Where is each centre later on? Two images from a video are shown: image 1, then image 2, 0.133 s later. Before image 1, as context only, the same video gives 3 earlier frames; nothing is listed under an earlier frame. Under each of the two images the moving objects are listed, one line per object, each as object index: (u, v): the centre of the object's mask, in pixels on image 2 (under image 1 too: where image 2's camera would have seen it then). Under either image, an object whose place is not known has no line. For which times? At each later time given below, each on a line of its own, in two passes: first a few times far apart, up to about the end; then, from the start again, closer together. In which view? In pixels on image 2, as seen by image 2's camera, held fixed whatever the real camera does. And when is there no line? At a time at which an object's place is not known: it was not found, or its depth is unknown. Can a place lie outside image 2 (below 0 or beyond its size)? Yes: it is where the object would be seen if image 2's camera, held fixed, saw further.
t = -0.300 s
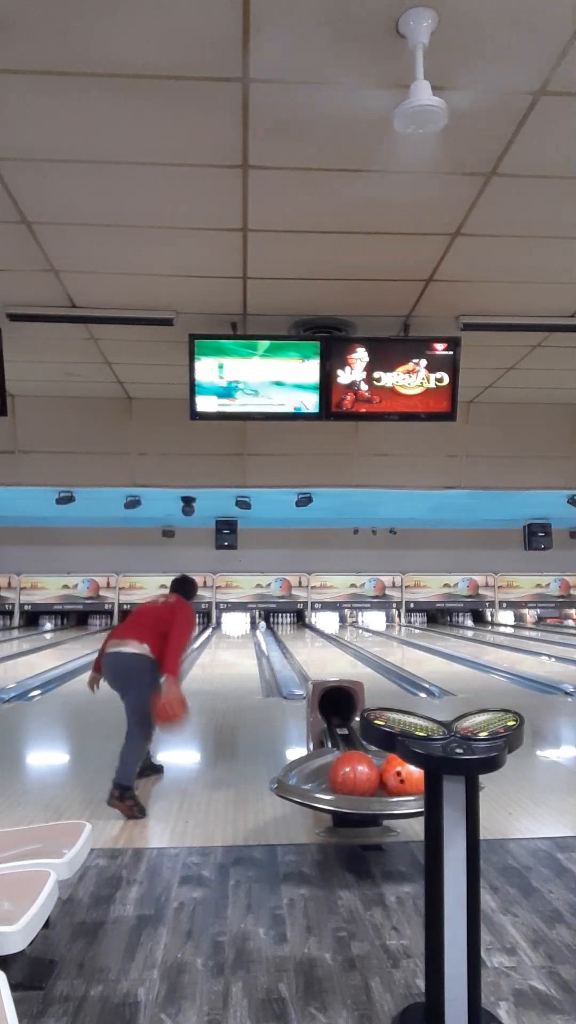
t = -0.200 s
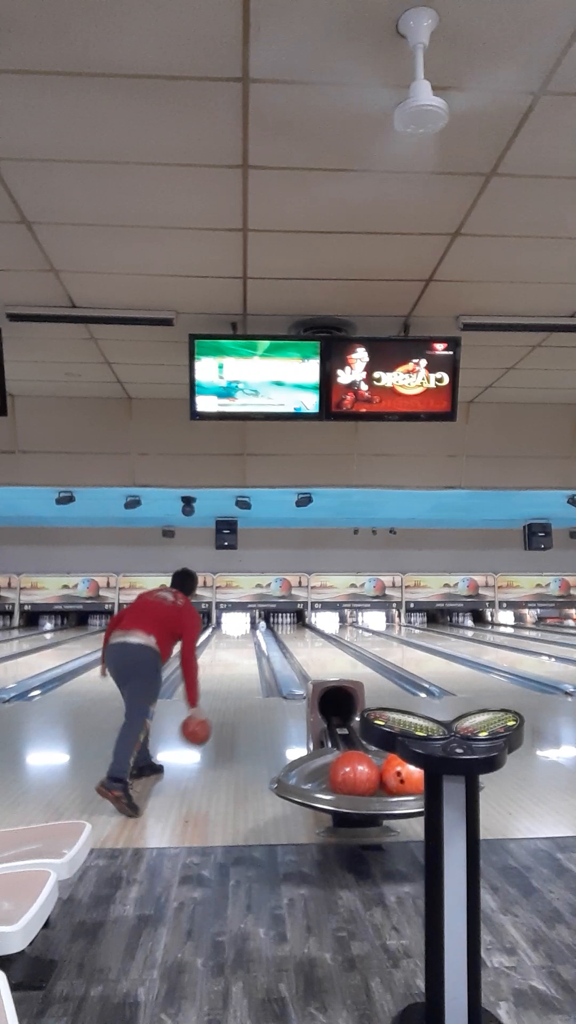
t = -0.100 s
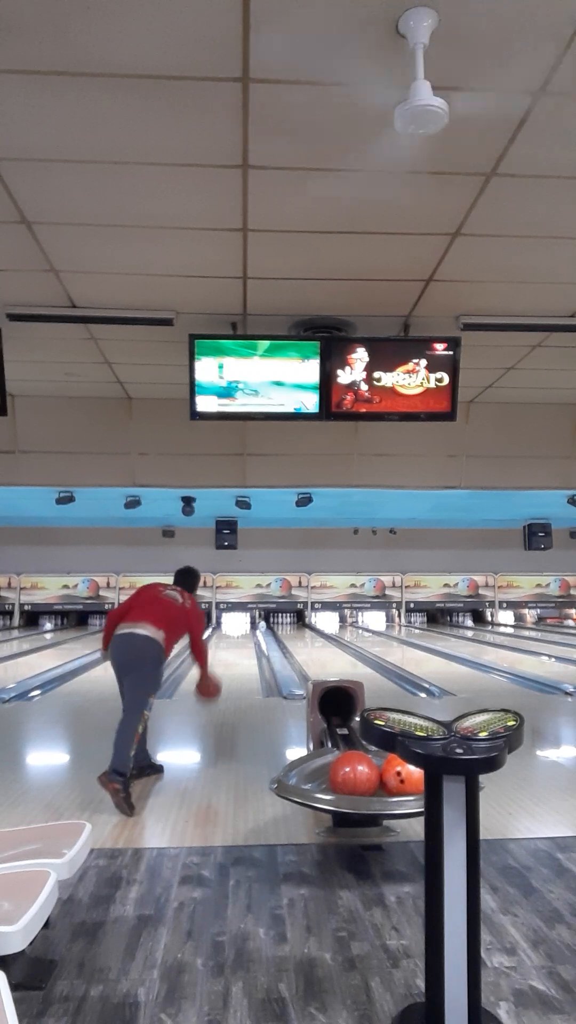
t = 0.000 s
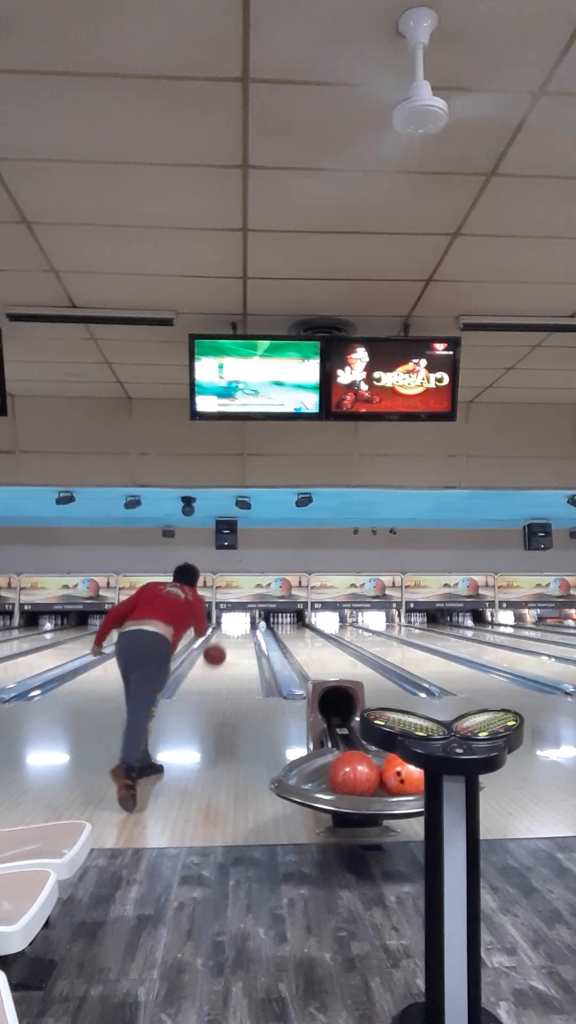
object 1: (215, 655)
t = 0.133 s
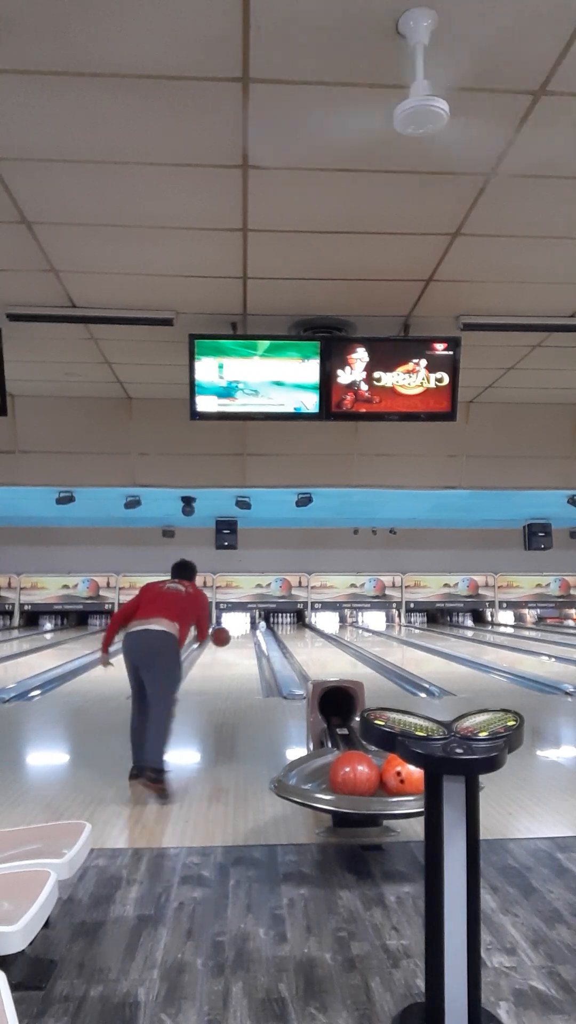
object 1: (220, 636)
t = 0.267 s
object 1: (225, 638)
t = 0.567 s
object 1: (232, 671)
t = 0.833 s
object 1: (236, 659)
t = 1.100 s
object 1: (239, 650)
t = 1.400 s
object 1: (241, 642)
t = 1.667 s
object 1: (242, 637)
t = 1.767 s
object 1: (244, 635)
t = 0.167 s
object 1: (222, 635)
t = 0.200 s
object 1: (223, 635)
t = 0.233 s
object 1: (224, 636)
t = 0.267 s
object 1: (225, 638)
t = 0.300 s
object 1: (226, 640)
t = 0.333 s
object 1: (227, 643)
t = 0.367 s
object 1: (228, 647)
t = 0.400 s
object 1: (229, 651)
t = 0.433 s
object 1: (229, 657)
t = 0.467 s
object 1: (230, 663)
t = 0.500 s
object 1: (231, 669)
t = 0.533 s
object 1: (232, 673)
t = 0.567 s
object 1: (232, 671)
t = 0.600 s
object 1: (233, 668)
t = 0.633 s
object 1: (234, 667)
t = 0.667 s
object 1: (234, 666)
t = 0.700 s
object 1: (235, 664)
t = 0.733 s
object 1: (235, 663)
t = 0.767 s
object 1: (235, 661)
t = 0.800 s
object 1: (236, 660)
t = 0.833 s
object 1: (236, 659)
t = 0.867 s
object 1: (237, 657)
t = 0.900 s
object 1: (237, 656)
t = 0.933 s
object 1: (237, 655)
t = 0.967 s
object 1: (238, 654)
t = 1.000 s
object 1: (238, 653)
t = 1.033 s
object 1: (239, 652)
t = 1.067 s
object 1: (239, 651)
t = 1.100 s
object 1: (239, 650)
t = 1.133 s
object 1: (239, 649)
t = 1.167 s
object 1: (240, 648)
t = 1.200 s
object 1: (240, 647)
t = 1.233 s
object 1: (240, 645)
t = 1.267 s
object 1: (240, 645)
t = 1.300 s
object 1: (240, 644)
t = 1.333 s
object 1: (241, 644)
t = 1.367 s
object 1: (241, 643)
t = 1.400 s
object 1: (241, 642)
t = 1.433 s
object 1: (242, 641)
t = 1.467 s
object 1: (242, 640)
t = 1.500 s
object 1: (242, 640)
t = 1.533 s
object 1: (242, 639)
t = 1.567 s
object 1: (242, 639)
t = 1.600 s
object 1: (242, 638)
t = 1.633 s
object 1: (242, 638)
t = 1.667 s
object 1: (242, 637)
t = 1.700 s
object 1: (243, 636)
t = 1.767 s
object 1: (244, 635)
